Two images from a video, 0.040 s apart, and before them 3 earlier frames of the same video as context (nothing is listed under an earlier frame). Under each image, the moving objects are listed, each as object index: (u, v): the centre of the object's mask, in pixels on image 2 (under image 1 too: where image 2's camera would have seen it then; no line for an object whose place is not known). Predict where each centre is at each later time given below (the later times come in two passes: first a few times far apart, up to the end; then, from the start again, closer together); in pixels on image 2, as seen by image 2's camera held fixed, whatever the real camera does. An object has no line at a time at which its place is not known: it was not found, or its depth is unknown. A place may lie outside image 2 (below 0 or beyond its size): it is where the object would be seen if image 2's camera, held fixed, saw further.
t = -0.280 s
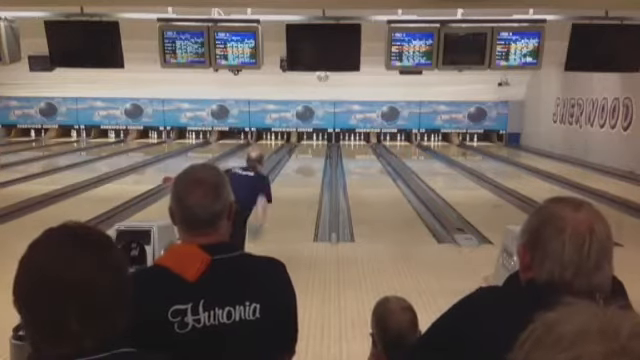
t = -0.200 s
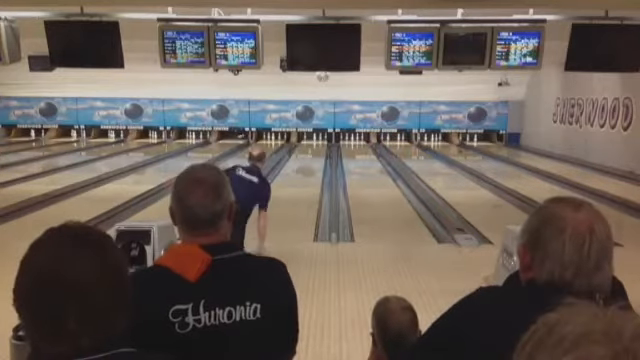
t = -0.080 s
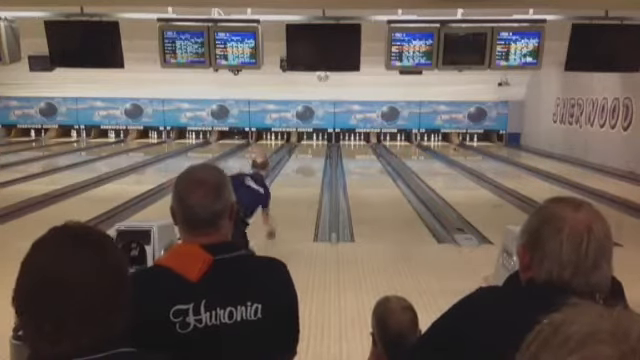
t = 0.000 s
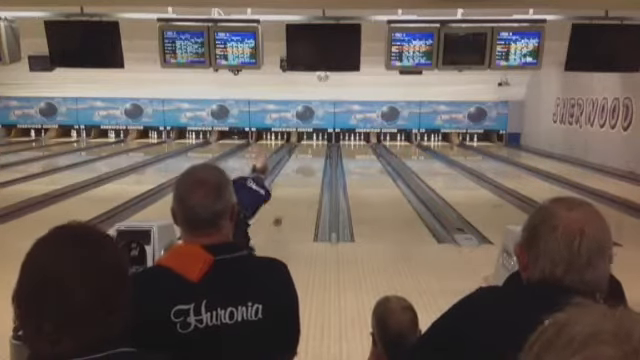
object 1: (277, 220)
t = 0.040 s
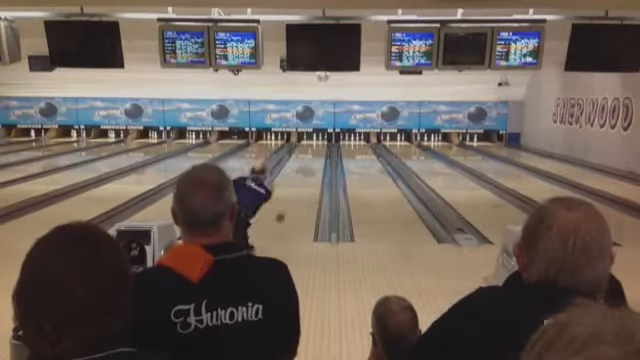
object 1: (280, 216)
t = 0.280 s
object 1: (292, 191)
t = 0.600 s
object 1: (301, 170)
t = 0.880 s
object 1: (305, 159)
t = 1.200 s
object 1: (309, 150)
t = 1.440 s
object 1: (309, 151)
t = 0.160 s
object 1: (287, 203)
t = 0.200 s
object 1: (288, 199)
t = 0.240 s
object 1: (290, 195)
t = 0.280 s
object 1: (292, 191)
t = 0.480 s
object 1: (299, 177)
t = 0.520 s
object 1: (299, 175)
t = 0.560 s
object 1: (300, 173)
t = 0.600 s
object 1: (301, 170)
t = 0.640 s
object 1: (301, 169)
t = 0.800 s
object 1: (305, 162)
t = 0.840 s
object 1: (306, 160)
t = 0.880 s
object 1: (305, 159)
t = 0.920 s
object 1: (306, 158)
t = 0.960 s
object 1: (306, 158)
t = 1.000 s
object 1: (307, 155)
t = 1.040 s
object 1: (308, 155)
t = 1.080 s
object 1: (308, 154)
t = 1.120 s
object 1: (309, 152)
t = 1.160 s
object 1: (309, 152)
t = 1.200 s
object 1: (309, 150)
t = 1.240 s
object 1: (309, 150)
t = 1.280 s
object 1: (310, 151)
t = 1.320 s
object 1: (310, 151)
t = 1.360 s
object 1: (310, 150)
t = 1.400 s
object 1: (309, 151)
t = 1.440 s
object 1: (309, 151)
